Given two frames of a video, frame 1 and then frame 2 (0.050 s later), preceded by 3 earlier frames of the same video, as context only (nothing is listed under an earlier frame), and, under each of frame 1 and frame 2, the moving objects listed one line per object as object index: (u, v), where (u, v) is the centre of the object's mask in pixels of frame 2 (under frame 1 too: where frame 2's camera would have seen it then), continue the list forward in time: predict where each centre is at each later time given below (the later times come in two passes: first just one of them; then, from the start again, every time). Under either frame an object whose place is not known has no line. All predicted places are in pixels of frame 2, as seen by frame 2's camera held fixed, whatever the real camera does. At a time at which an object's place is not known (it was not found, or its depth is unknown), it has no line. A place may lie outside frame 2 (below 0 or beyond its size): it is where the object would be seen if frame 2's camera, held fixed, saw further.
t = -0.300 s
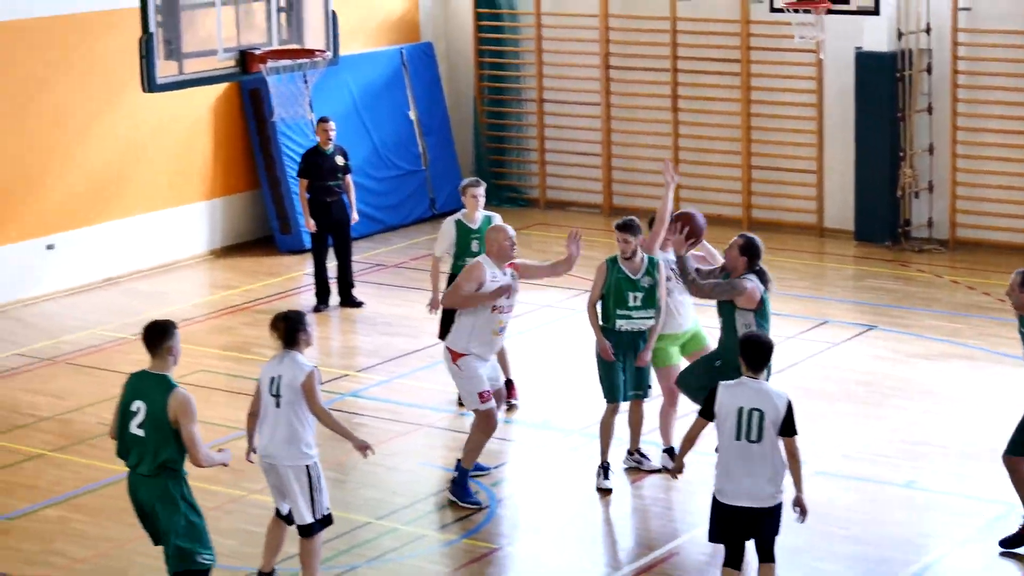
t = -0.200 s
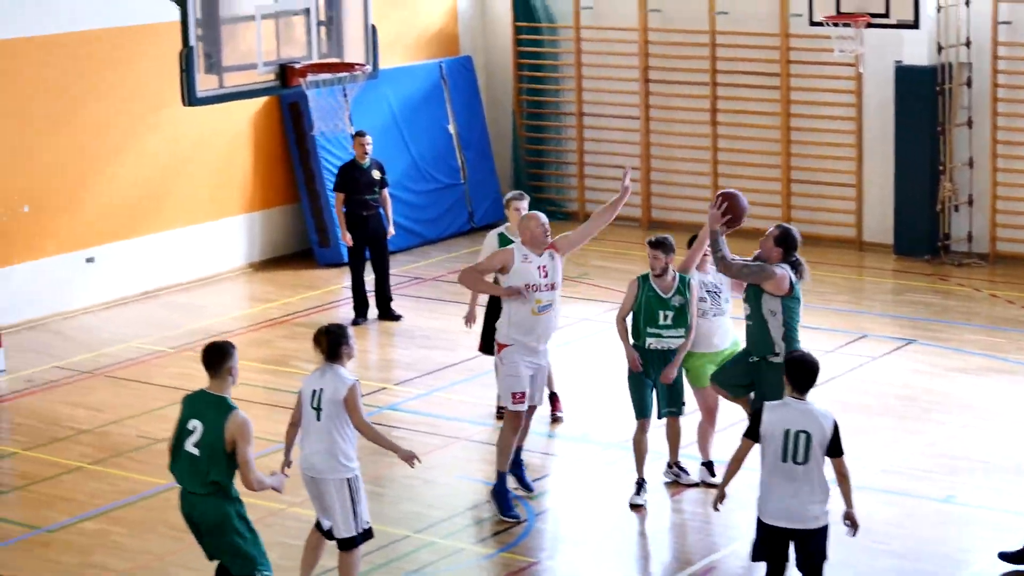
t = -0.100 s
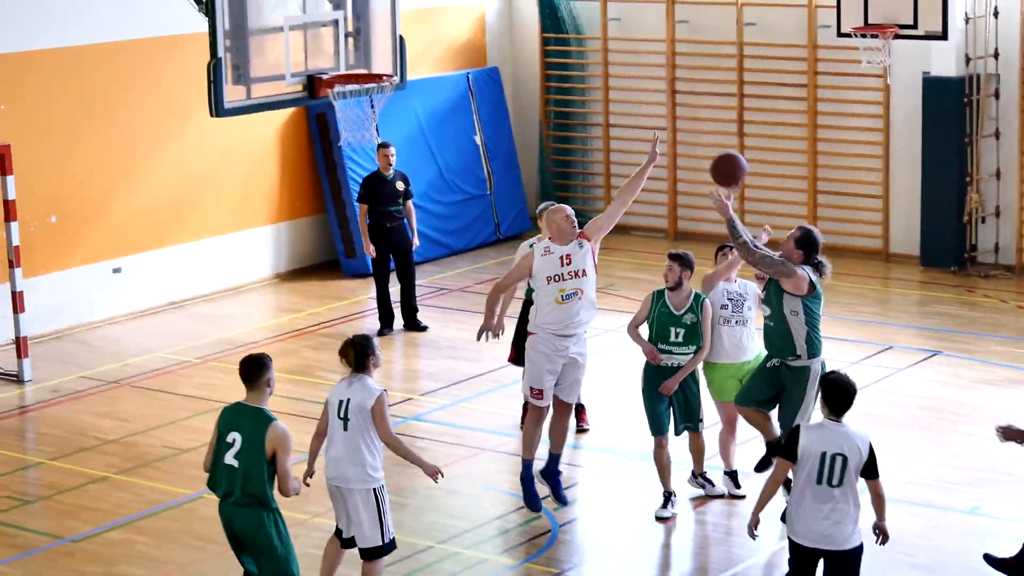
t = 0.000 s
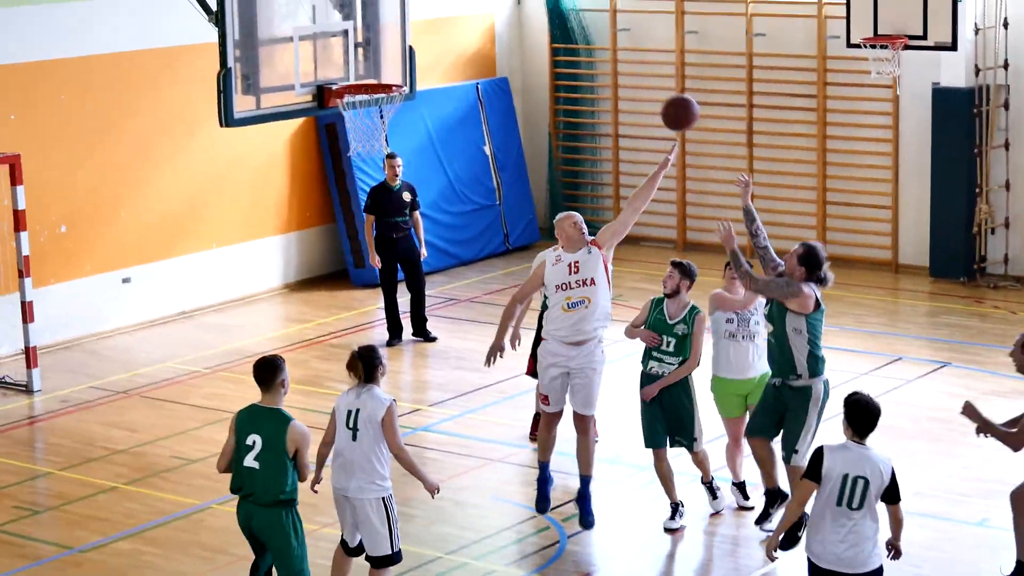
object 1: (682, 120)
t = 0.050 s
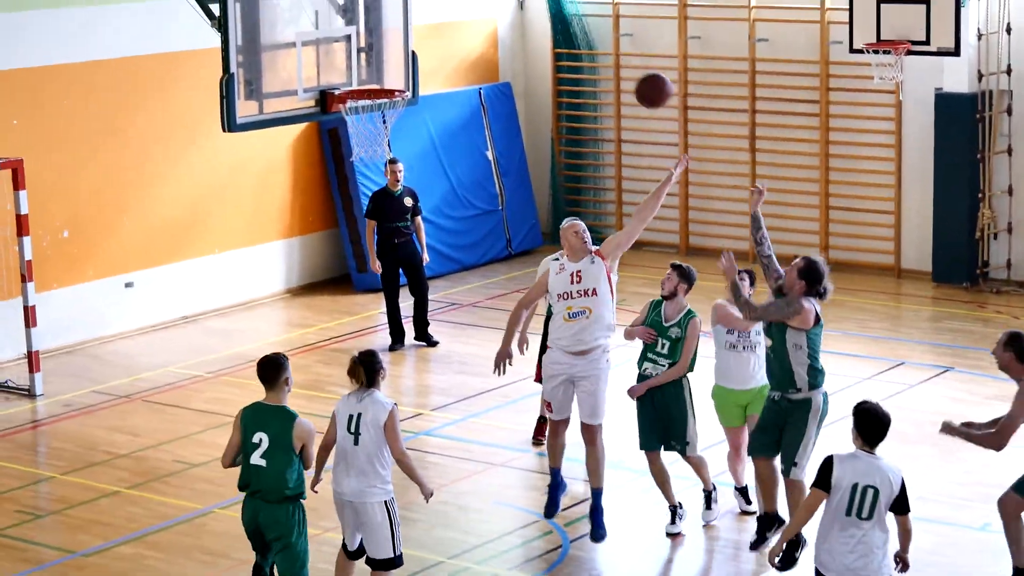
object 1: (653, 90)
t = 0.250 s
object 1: (540, 22)
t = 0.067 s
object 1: (643, 82)
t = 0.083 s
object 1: (634, 74)
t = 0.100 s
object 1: (624, 67)
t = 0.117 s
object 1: (614, 60)
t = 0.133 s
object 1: (605, 53)
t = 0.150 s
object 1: (596, 47)
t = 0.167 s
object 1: (587, 44)
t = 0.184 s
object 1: (577, 39)
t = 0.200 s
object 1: (567, 33)
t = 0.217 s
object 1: (559, 30)
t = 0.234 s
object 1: (549, 26)
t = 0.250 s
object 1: (540, 22)
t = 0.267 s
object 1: (530, 20)
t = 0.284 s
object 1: (522, 17)
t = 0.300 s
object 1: (512, 14)
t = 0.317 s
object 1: (503, 11)
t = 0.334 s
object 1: (493, 9)
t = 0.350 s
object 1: (484, 8)
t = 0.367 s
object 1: (475, 7)
